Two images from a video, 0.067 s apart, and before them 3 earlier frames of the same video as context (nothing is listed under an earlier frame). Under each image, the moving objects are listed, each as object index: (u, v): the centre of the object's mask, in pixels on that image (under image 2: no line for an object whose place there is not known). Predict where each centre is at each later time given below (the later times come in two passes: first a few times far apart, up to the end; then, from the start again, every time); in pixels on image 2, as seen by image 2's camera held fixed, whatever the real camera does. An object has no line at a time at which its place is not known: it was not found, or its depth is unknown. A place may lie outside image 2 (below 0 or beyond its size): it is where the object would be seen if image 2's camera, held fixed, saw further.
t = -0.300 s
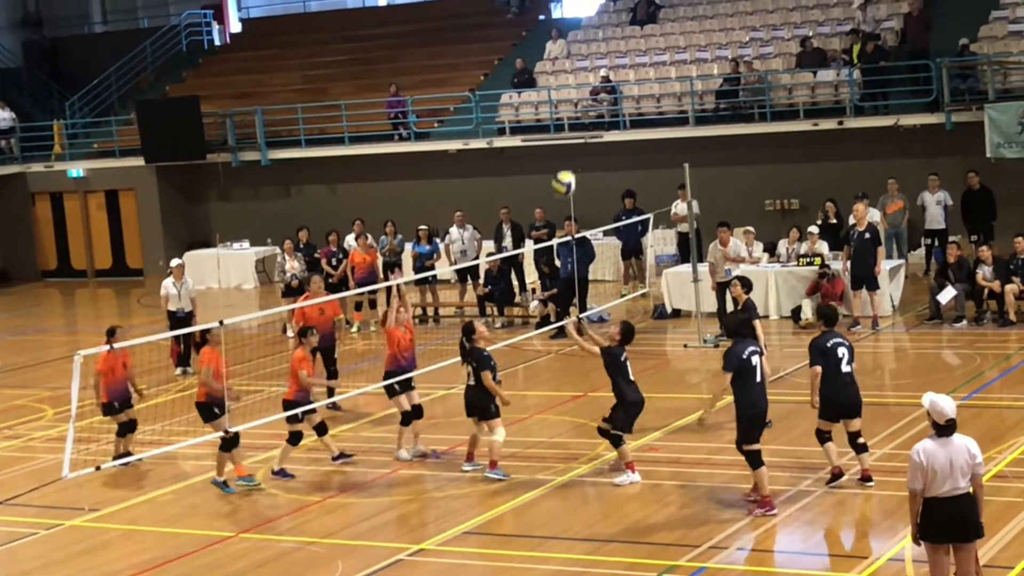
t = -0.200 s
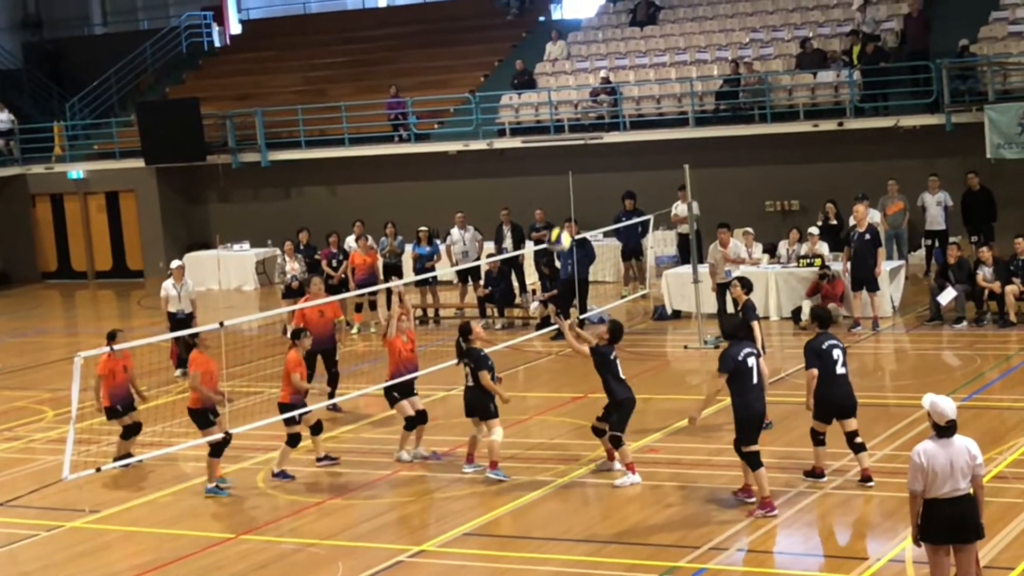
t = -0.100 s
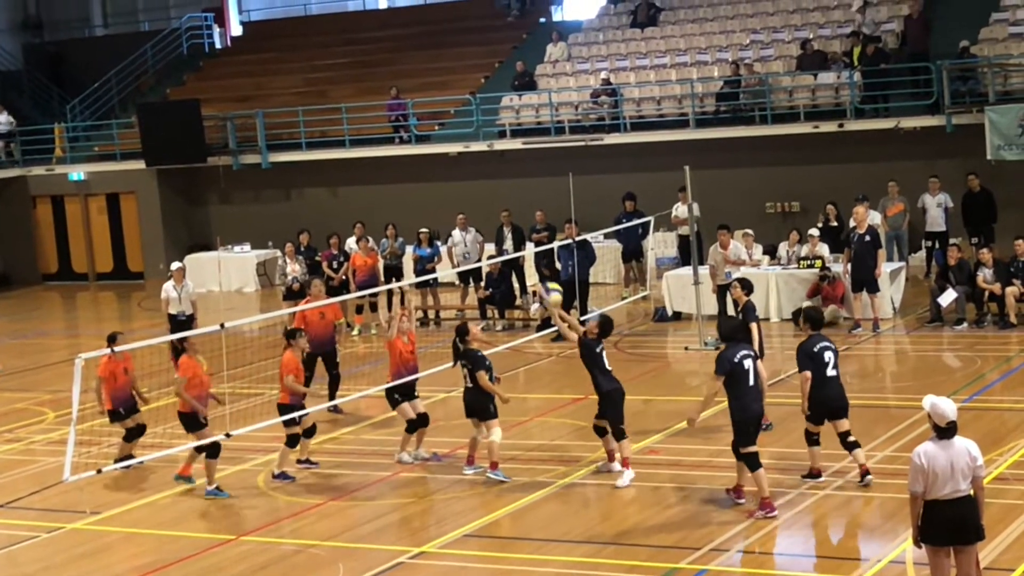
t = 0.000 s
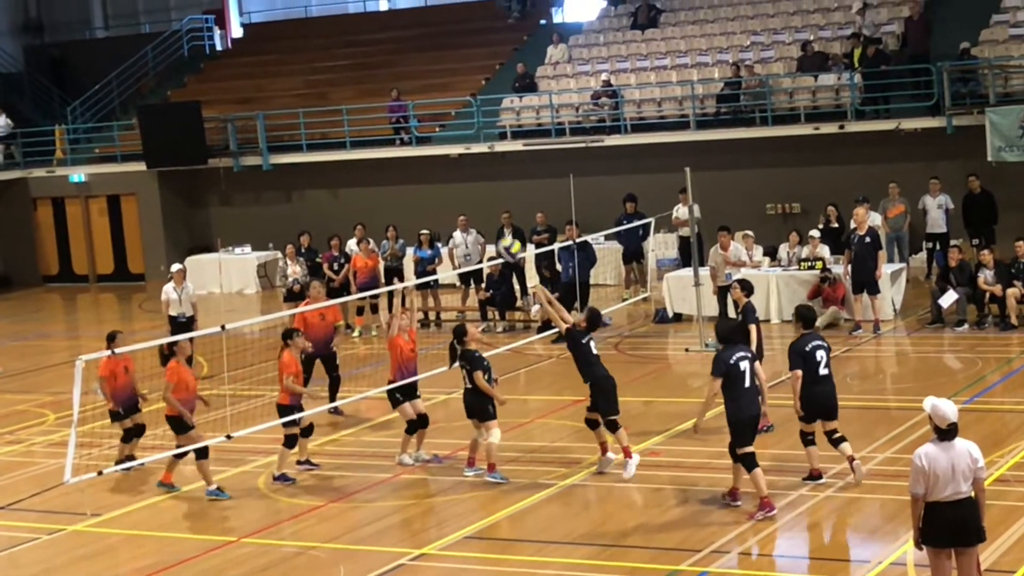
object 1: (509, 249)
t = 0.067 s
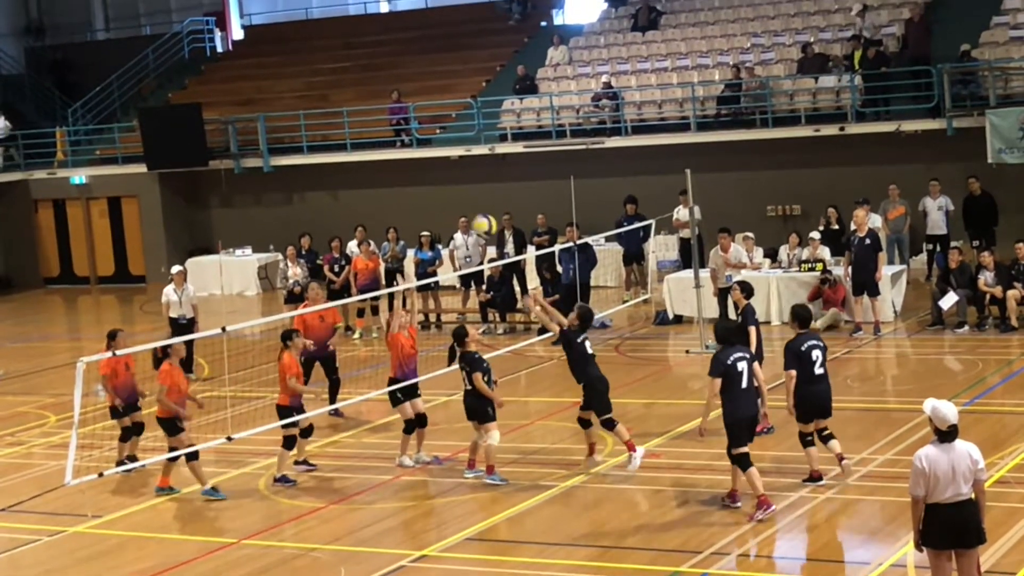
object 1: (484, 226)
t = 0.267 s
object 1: (419, 181)
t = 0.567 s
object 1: (344, 187)
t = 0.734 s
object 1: (313, 221)
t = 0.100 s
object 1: (473, 216)
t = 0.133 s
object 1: (461, 207)
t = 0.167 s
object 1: (450, 199)
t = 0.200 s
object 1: (439, 192)
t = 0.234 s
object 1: (429, 186)
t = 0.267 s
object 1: (419, 181)
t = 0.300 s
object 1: (410, 178)
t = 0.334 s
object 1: (401, 176)
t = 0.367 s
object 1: (392, 175)
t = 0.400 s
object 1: (384, 175)
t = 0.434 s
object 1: (375, 175)
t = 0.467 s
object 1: (367, 176)
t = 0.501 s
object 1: (359, 178)
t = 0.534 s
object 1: (351, 182)
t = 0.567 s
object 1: (344, 187)
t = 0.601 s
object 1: (338, 192)
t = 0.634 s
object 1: (331, 198)
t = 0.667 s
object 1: (325, 205)
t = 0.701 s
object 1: (319, 213)
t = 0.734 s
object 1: (313, 221)
